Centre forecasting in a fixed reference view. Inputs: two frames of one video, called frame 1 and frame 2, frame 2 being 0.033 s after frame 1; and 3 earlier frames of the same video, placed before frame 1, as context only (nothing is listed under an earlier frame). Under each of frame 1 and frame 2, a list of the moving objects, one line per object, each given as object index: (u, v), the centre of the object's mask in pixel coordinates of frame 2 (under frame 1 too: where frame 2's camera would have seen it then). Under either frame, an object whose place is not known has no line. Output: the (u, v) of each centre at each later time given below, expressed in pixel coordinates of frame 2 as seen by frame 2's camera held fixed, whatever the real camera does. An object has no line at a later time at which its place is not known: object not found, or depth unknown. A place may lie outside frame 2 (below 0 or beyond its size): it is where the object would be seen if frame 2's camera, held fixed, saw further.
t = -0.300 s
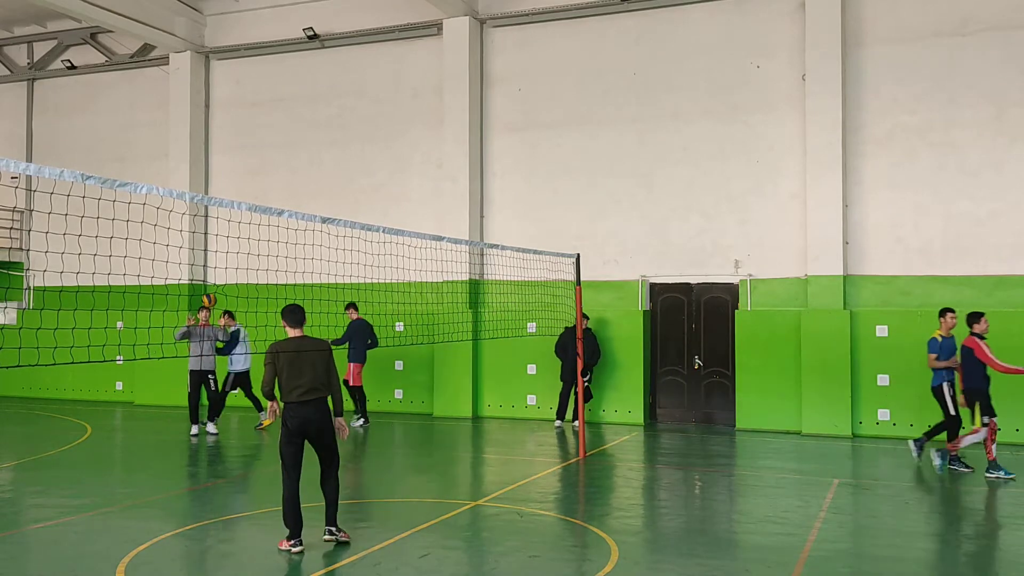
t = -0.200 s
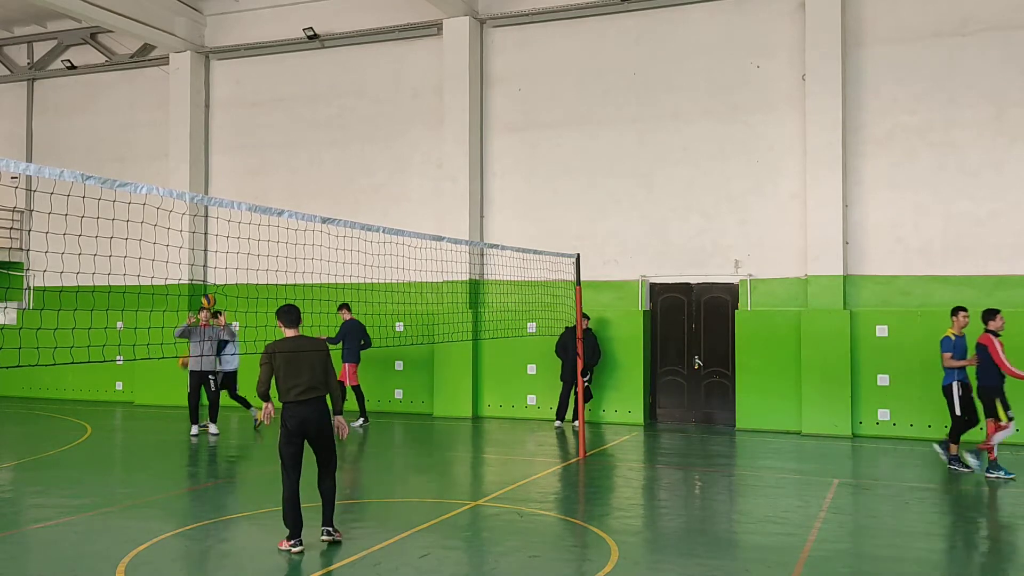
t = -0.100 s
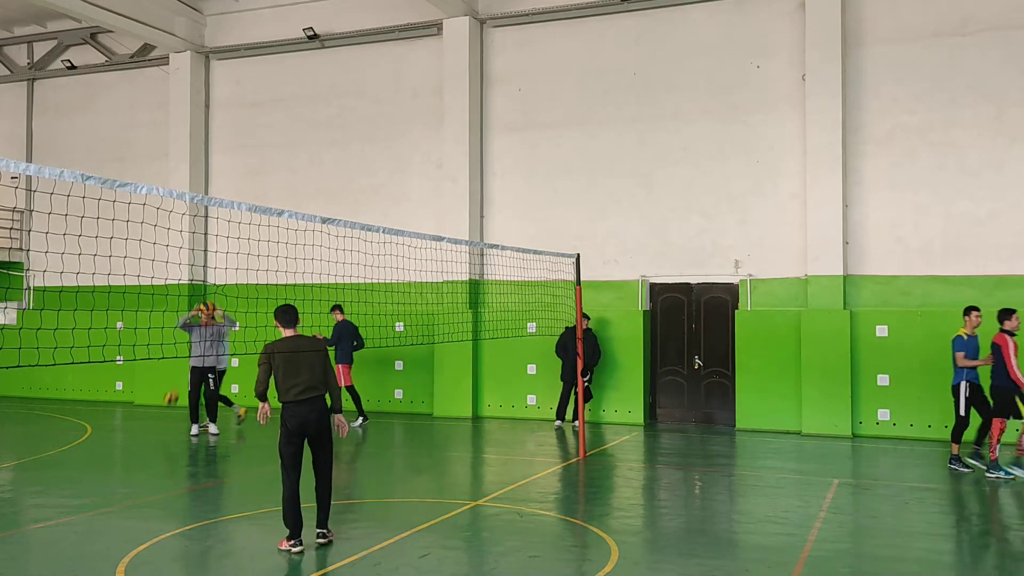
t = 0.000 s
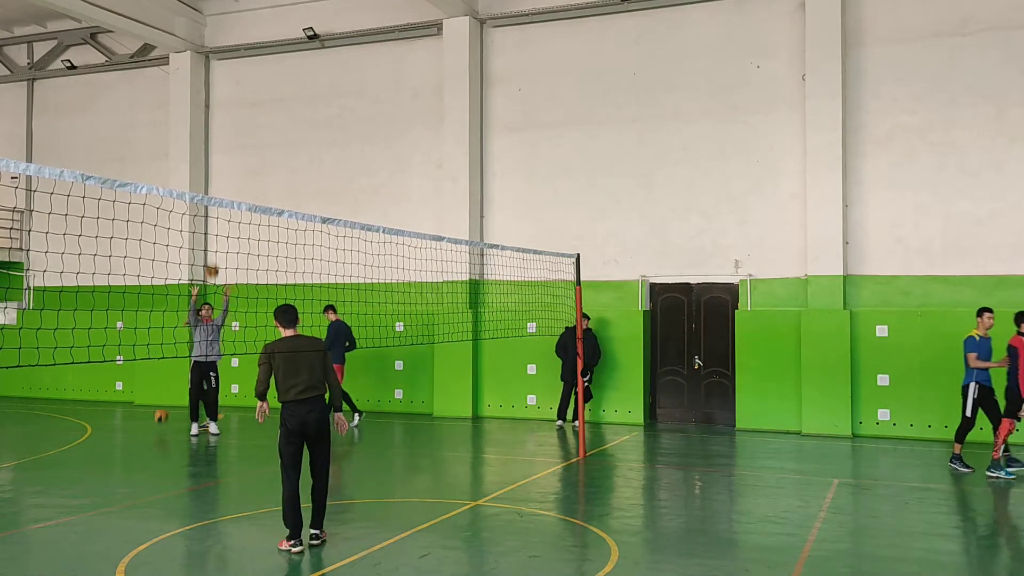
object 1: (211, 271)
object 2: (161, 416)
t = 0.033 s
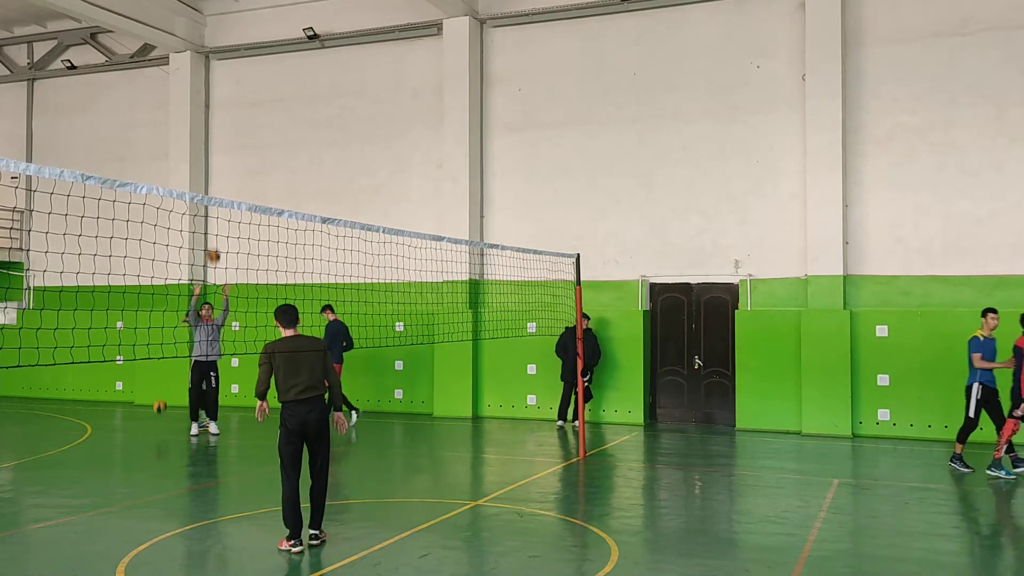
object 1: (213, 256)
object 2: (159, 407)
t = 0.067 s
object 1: (214, 241)
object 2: (158, 398)
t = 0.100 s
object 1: (216, 227)
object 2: (156, 390)
